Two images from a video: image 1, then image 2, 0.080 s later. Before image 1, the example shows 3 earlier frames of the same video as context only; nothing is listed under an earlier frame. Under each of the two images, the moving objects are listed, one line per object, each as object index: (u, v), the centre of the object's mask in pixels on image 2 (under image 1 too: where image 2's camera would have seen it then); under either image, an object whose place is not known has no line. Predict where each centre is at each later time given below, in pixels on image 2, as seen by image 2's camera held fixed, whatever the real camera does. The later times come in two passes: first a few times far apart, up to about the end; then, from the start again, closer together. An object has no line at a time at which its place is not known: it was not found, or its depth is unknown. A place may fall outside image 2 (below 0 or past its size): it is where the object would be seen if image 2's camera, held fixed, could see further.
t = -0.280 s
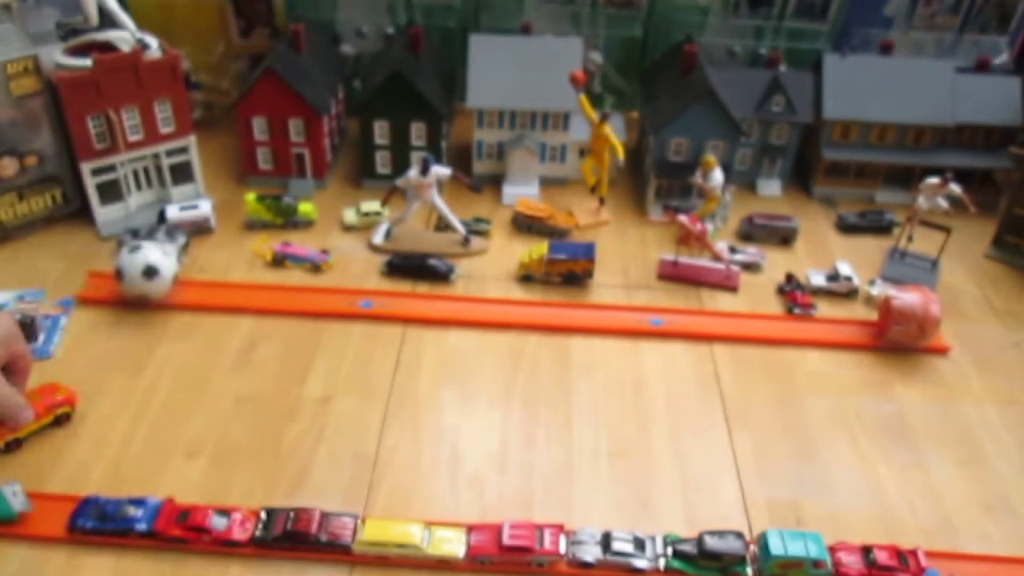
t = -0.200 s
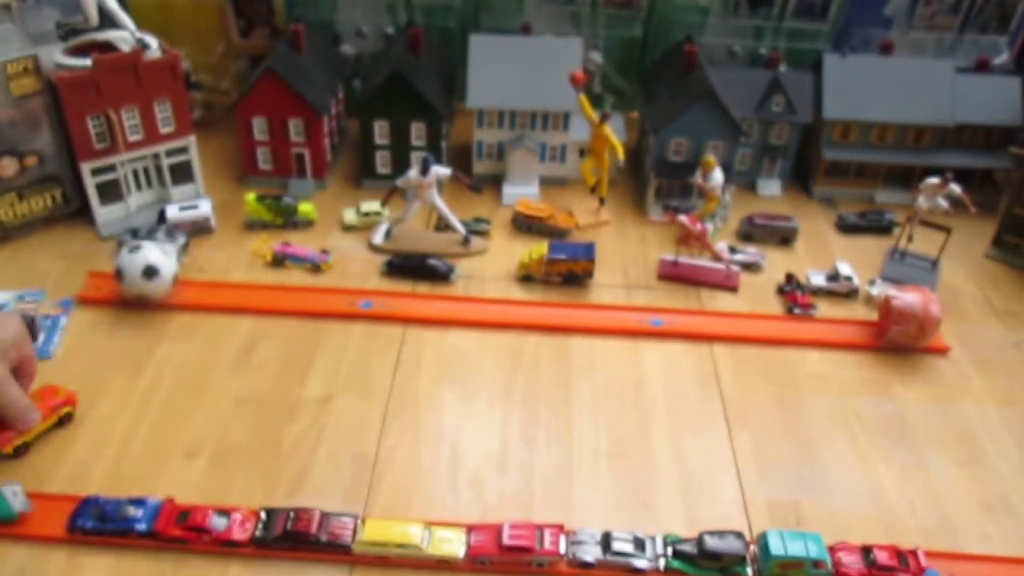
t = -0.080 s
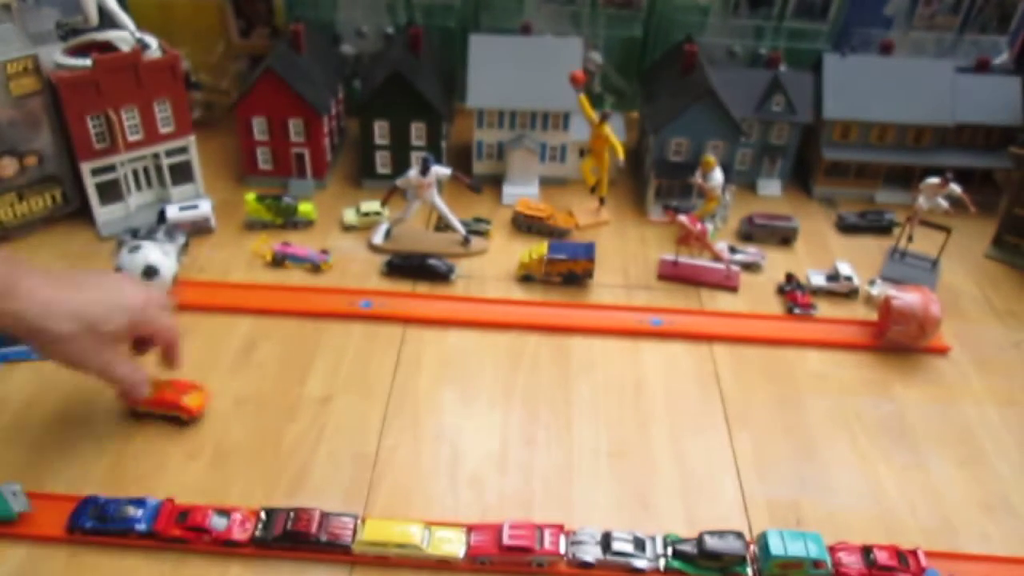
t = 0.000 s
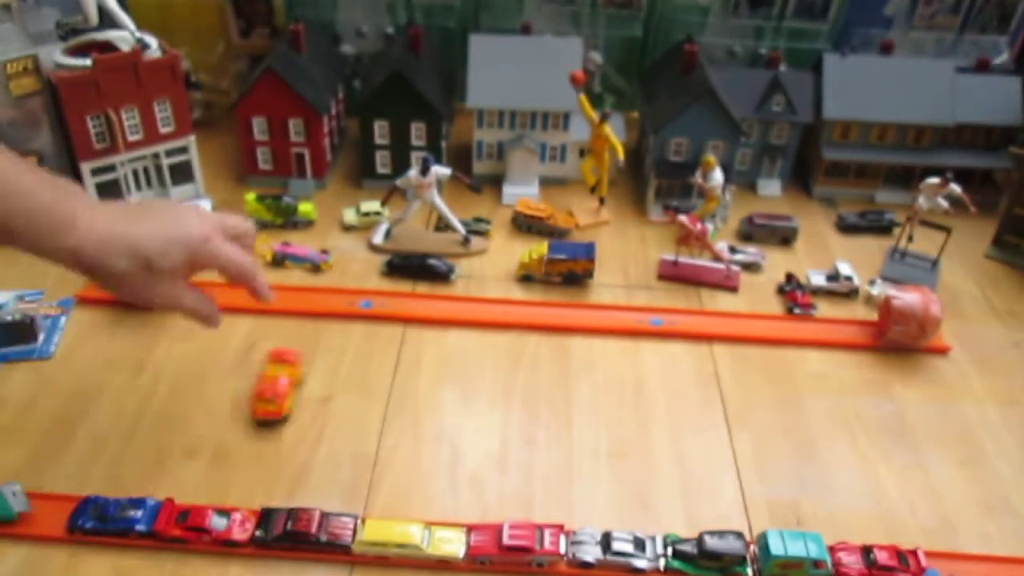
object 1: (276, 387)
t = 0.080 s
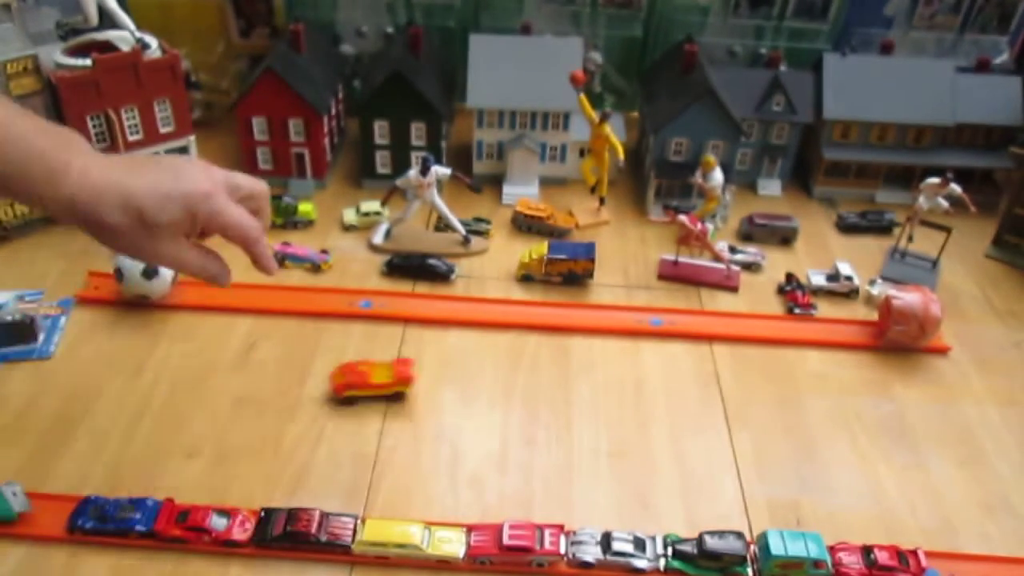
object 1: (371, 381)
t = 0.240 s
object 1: (526, 379)
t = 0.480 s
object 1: (688, 385)
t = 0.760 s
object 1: (737, 401)
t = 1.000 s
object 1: (734, 402)
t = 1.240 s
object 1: (728, 404)
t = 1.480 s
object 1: (723, 406)
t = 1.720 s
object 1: (720, 406)
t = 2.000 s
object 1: (720, 406)
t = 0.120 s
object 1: (416, 379)
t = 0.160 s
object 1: (457, 378)
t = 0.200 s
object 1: (493, 380)
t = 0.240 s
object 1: (526, 379)
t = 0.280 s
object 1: (556, 377)
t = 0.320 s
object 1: (586, 377)
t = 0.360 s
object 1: (614, 375)
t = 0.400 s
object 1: (642, 377)
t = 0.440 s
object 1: (666, 380)
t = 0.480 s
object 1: (688, 385)
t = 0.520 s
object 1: (706, 390)
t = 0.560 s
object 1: (718, 393)
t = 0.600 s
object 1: (725, 397)
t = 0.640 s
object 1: (731, 399)
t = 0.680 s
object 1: (734, 401)
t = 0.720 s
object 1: (736, 401)
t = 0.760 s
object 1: (737, 401)
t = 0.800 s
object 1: (737, 401)
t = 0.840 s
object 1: (737, 401)
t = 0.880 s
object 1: (736, 401)
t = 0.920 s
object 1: (735, 402)
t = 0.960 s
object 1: (735, 402)
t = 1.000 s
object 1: (734, 402)
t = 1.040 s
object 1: (734, 402)
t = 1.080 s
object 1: (733, 402)
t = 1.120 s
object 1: (732, 403)
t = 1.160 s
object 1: (731, 403)
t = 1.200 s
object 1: (730, 404)
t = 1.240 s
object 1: (728, 404)
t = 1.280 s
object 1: (727, 404)
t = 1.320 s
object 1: (727, 404)
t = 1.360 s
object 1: (726, 405)
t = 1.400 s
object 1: (725, 405)
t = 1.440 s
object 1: (724, 405)
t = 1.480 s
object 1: (723, 406)
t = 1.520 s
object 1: (722, 406)
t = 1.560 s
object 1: (721, 406)
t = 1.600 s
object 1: (721, 406)
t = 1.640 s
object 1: (720, 406)
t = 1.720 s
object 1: (720, 406)
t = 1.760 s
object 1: (721, 406)
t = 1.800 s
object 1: (721, 406)
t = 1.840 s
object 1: (721, 406)
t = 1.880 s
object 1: (721, 406)
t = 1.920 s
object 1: (721, 406)
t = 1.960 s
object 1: (721, 406)
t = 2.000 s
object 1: (720, 406)
